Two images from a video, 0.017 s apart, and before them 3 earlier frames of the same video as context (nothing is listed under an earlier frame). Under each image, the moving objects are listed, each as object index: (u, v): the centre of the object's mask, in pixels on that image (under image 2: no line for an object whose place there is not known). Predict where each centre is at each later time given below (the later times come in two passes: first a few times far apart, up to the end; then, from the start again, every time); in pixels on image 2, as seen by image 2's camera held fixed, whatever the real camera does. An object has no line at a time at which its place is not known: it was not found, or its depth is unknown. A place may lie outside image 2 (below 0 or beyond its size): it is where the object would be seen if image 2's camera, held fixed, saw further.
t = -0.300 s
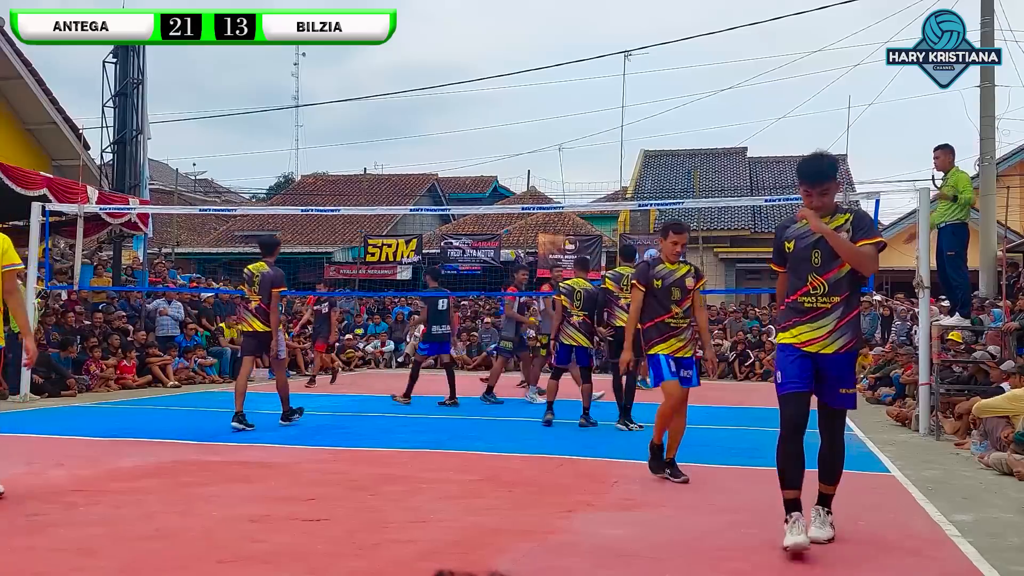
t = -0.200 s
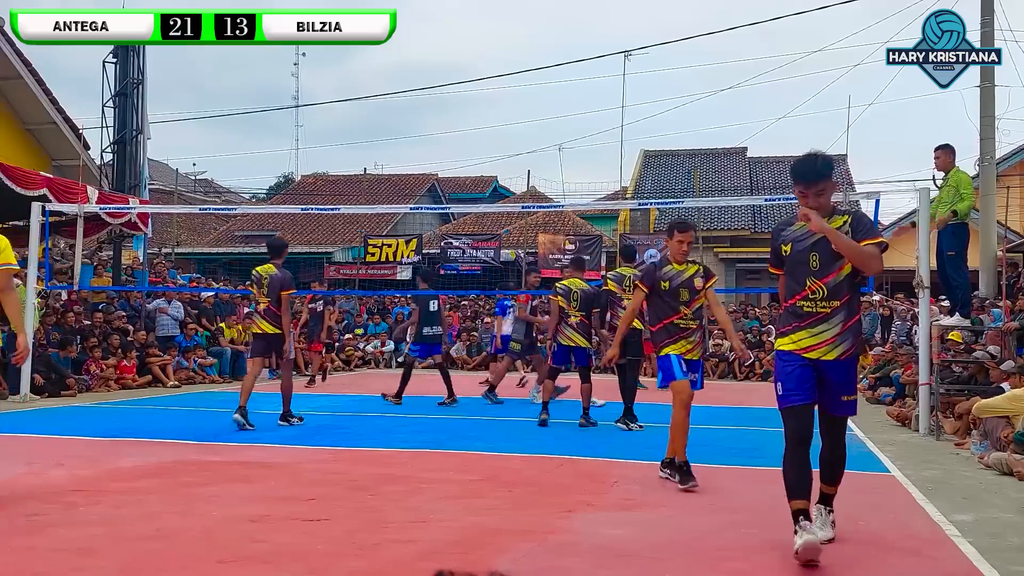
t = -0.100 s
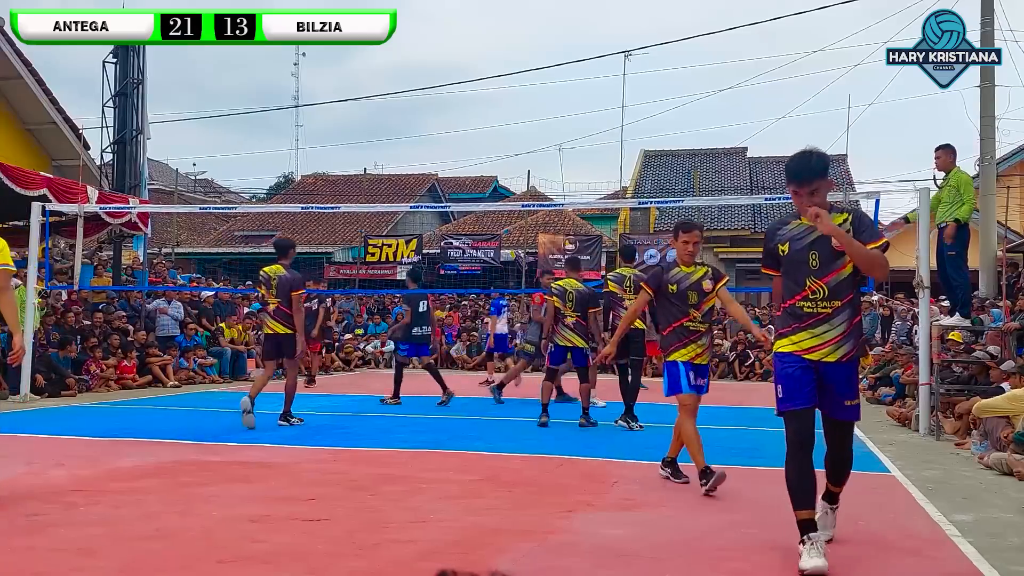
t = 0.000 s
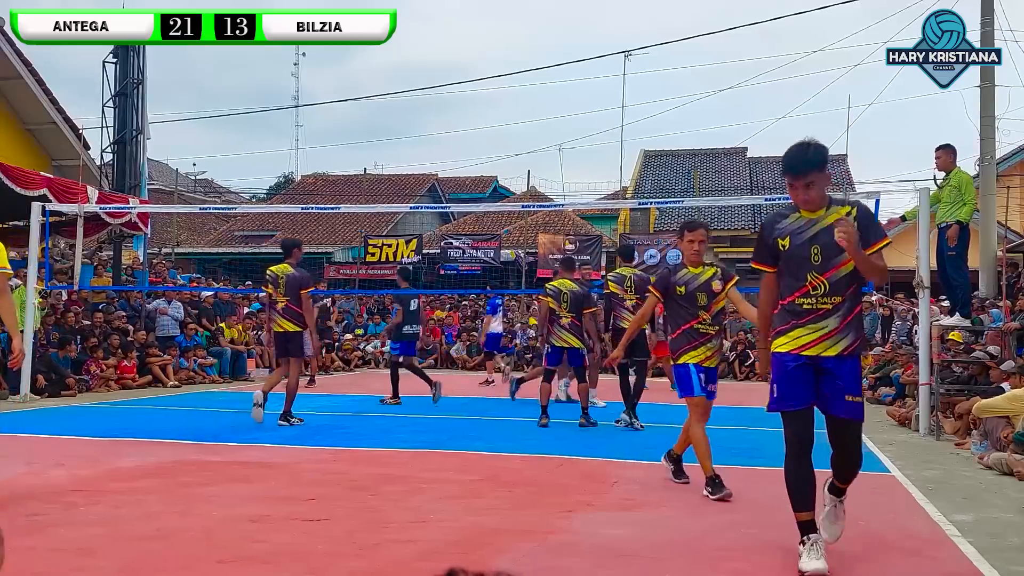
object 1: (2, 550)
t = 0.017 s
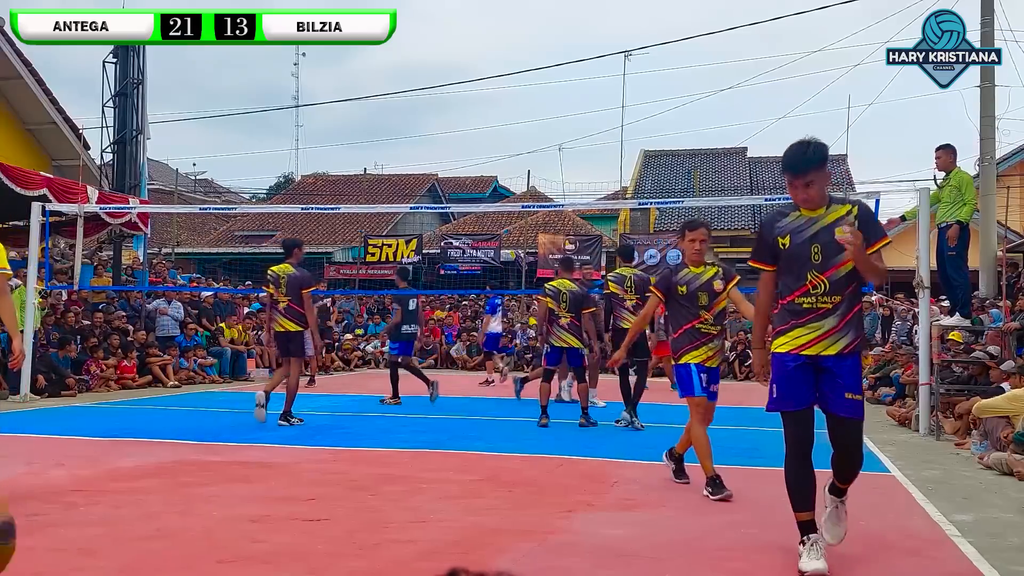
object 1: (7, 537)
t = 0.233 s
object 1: (144, 399)
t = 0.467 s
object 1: (329, 483)
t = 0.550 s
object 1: (394, 553)
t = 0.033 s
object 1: (12, 519)
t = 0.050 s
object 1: (18, 504)
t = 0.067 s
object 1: (25, 489)
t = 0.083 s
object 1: (32, 474)
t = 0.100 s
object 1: (39, 461)
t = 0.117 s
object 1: (48, 450)
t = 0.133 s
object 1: (60, 439)
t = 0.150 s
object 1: (74, 429)
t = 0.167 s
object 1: (88, 420)
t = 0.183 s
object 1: (103, 413)
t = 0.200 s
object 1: (117, 407)
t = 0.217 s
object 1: (130, 403)
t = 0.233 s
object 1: (144, 399)
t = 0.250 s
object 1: (158, 397)
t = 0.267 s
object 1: (171, 396)
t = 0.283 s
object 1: (185, 396)
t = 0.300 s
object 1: (198, 398)
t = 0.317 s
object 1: (212, 401)
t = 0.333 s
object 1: (225, 405)
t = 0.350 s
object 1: (239, 411)
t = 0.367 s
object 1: (252, 417)
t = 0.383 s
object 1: (264, 424)
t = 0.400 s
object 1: (277, 434)
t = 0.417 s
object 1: (289, 444)
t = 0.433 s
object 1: (302, 455)
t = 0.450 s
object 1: (316, 468)
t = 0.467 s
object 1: (329, 483)
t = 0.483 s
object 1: (342, 497)
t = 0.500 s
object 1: (354, 516)
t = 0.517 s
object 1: (368, 532)
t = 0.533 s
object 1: (381, 543)
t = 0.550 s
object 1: (394, 553)
